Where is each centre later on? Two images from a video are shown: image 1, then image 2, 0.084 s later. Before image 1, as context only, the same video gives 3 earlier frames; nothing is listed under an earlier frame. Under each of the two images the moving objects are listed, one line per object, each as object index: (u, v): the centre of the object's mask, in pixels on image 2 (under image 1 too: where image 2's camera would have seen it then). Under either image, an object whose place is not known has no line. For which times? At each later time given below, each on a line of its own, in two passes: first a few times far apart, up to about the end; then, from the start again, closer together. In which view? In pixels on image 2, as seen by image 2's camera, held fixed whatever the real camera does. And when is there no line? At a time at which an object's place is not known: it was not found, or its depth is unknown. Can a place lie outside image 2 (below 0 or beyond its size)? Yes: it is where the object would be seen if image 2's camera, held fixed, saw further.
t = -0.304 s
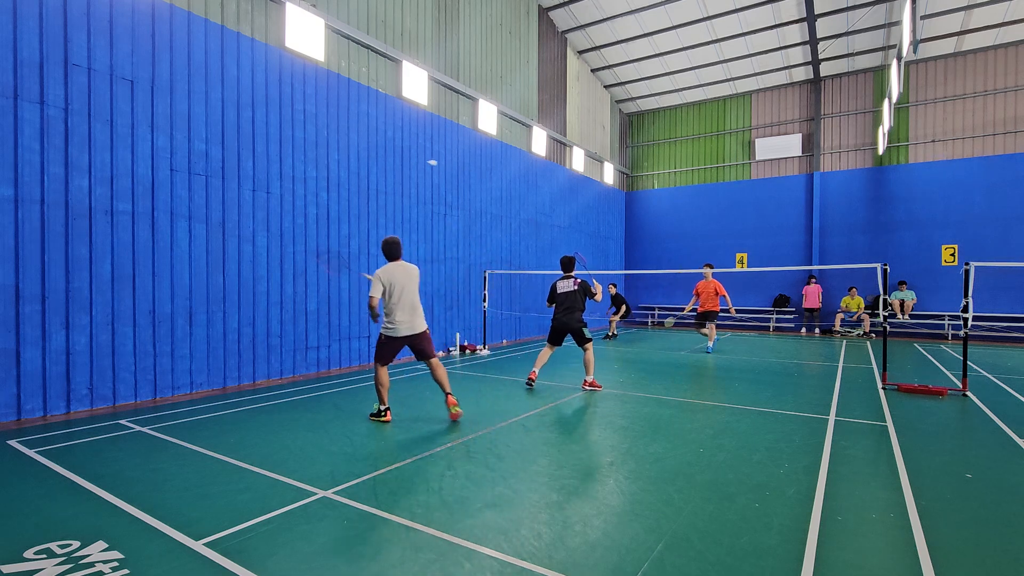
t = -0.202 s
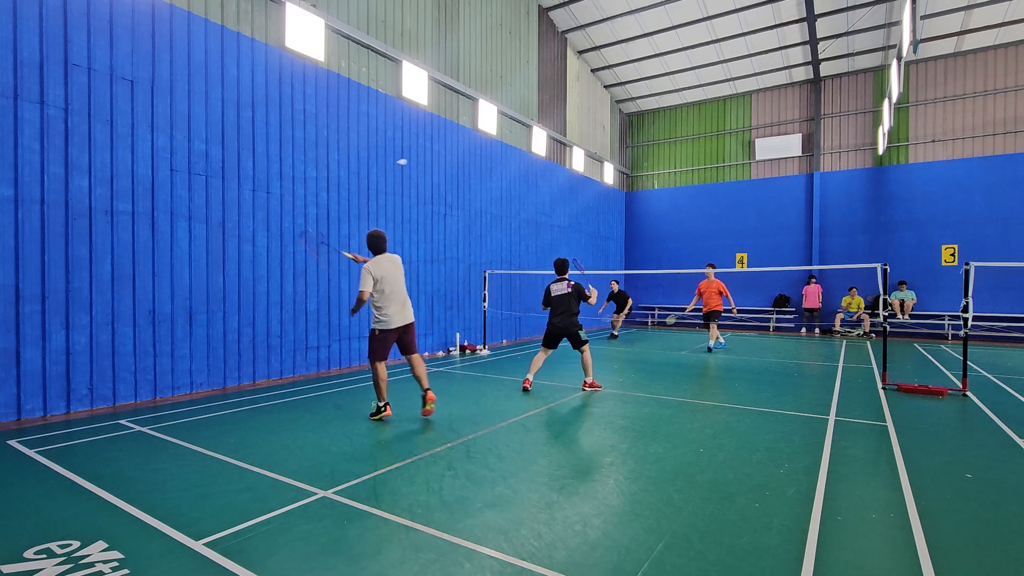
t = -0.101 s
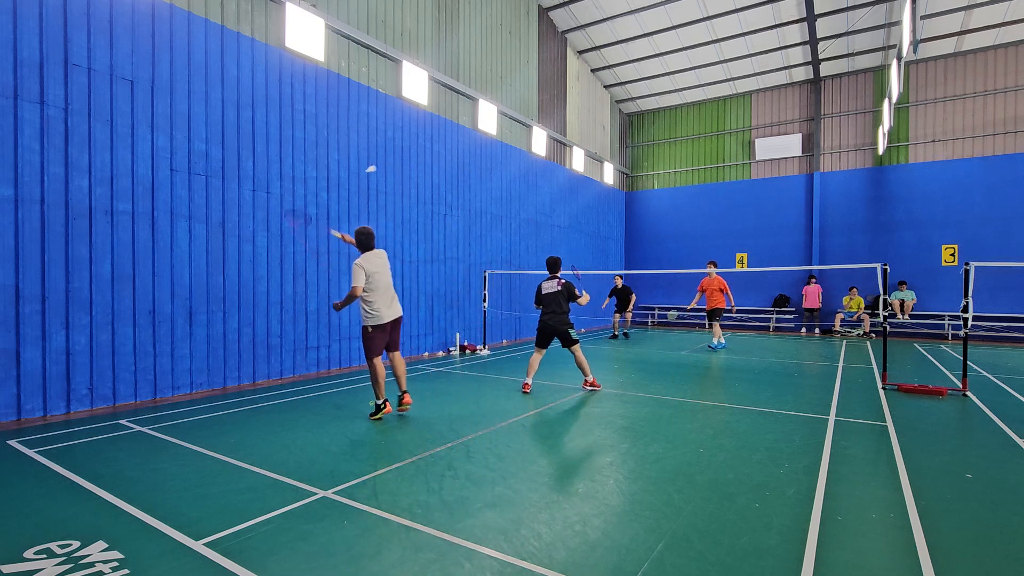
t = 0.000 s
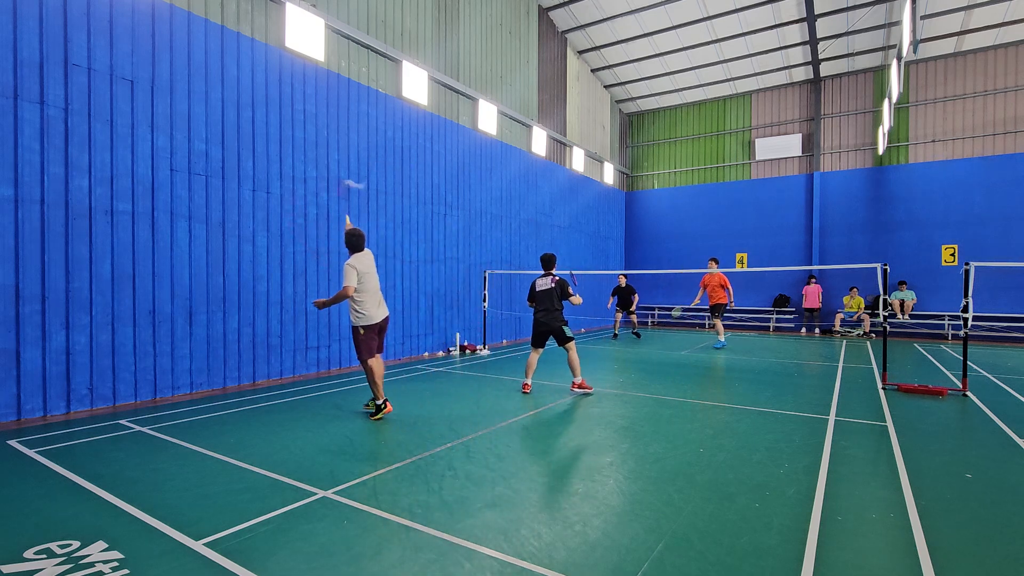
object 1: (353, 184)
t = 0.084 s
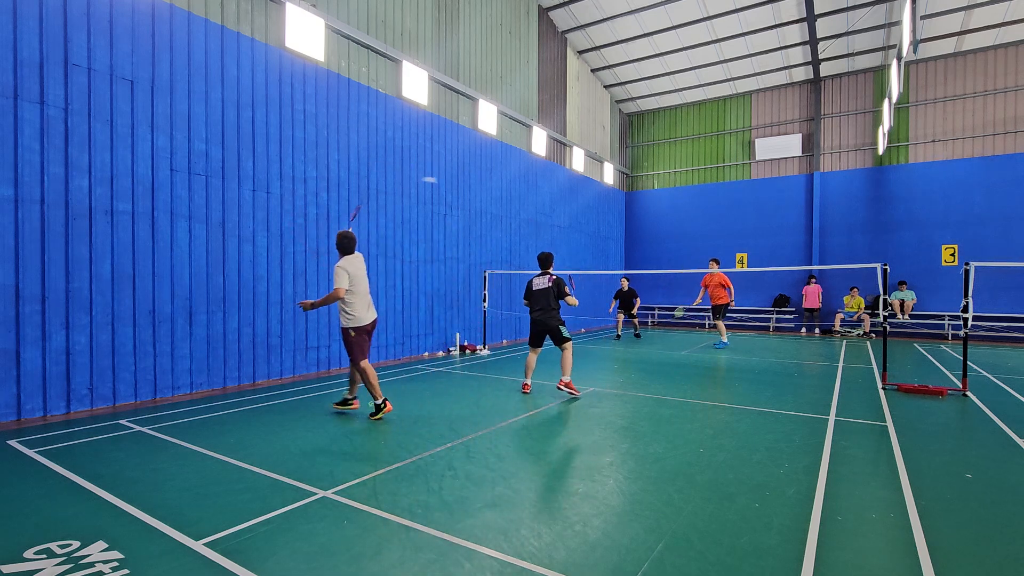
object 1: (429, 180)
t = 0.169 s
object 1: (474, 187)
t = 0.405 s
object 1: (541, 212)
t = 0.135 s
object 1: (458, 185)
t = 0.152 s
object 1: (466, 186)
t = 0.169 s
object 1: (474, 187)
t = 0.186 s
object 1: (481, 188)
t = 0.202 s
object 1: (487, 189)
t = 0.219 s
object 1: (494, 191)
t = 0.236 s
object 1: (499, 192)
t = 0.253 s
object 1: (505, 194)
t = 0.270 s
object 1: (510, 195)
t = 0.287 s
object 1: (514, 198)
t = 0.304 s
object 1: (519, 199)
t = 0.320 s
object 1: (523, 202)
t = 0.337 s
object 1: (527, 204)
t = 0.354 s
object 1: (531, 206)
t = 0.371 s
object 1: (535, 208)
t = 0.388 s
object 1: (538, 210)
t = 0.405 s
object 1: (541, 212)
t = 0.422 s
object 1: (544, 215)
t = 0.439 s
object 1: (548, 217)
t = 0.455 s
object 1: (550, 220)
